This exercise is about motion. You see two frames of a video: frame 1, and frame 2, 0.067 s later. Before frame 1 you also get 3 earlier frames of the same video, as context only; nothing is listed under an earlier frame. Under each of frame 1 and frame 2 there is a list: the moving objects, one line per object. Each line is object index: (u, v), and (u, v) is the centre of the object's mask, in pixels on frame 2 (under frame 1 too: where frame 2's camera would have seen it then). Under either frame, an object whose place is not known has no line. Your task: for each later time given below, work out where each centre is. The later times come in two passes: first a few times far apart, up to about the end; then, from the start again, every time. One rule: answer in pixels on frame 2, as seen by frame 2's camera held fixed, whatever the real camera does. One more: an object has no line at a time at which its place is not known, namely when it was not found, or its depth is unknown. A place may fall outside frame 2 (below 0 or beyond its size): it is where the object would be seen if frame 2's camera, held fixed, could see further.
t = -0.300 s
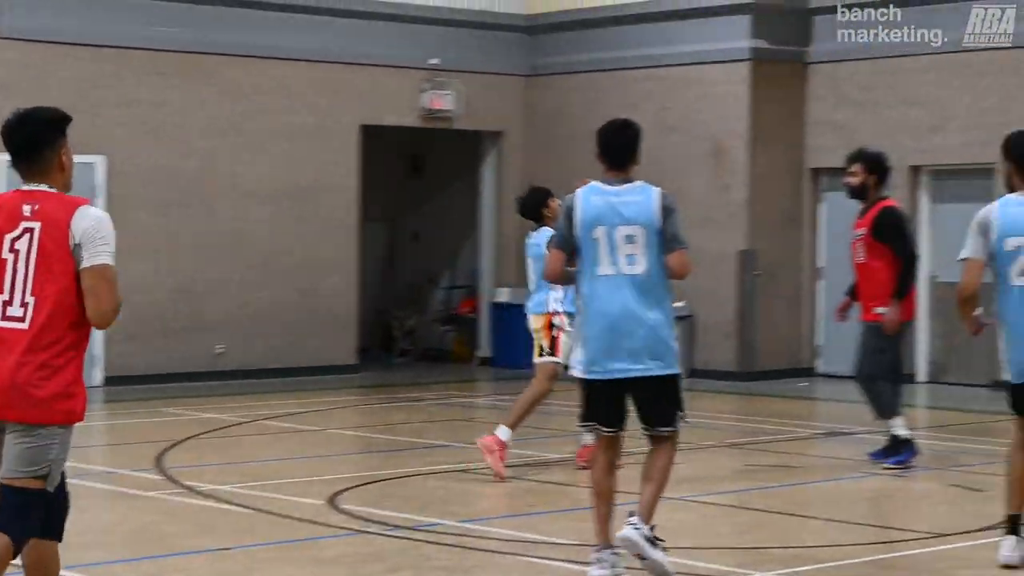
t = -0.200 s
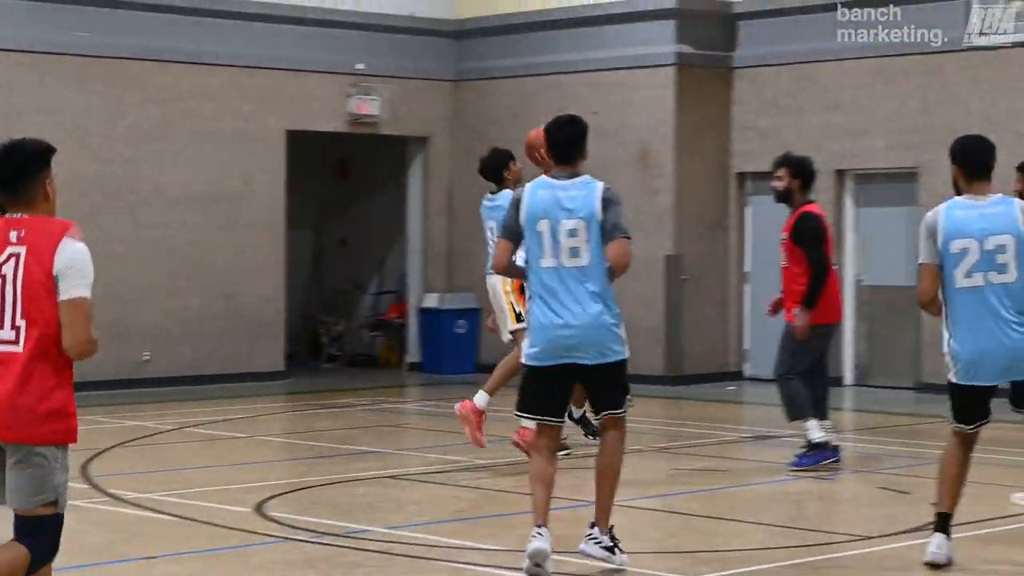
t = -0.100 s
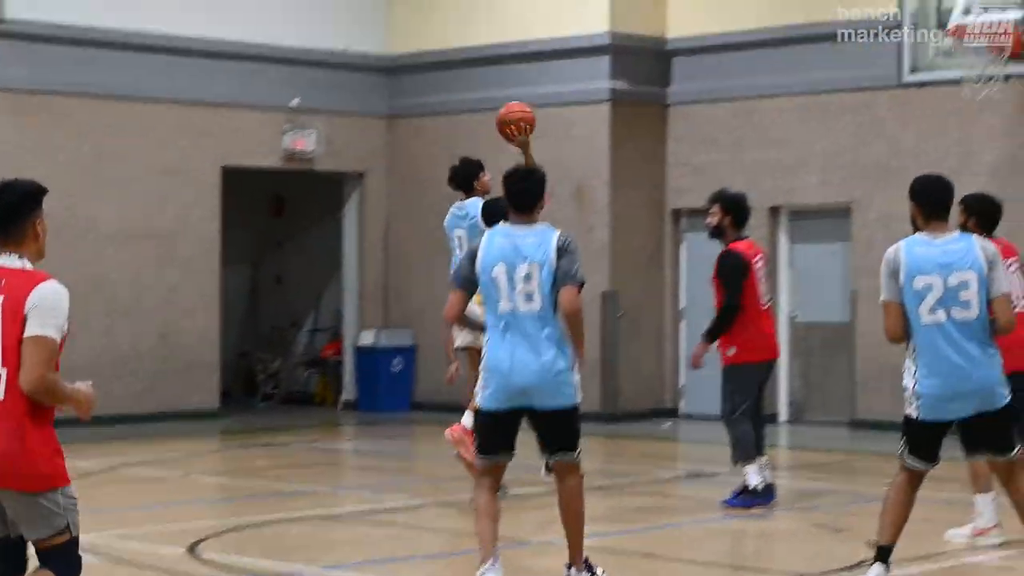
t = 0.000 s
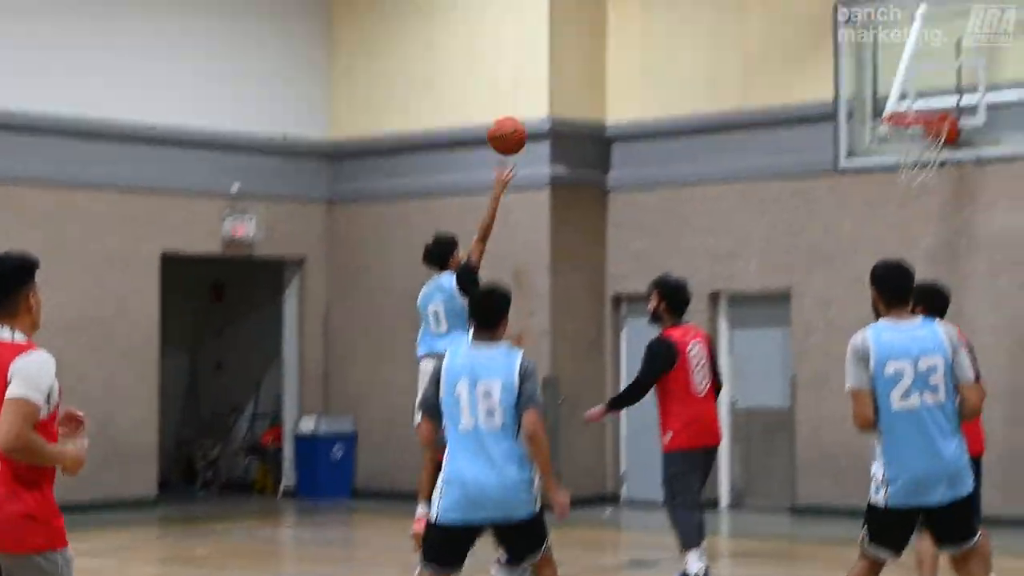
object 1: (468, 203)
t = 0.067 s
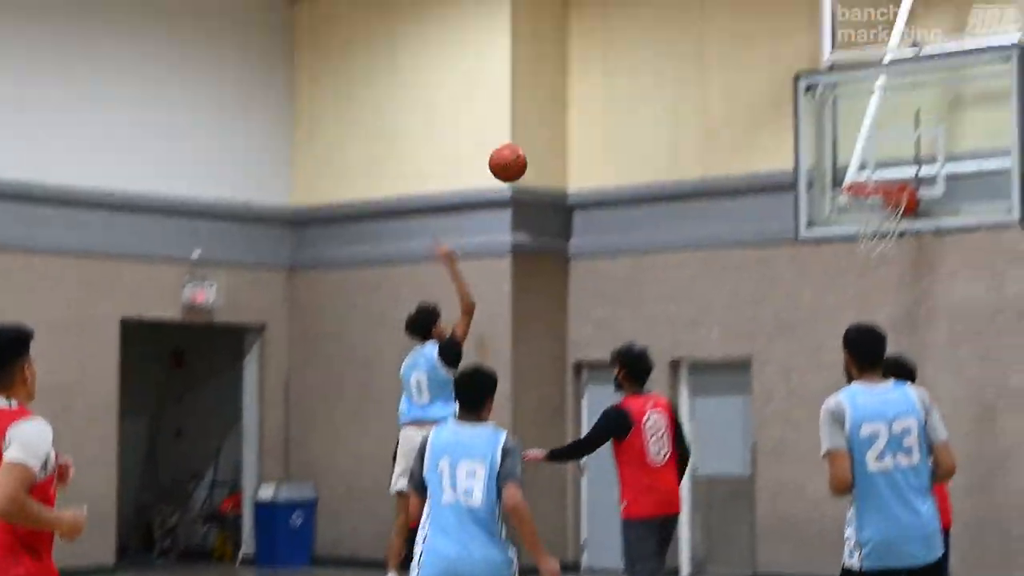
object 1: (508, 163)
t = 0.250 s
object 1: (609, 95)
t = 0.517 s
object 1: (745, 89)
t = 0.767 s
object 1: (859, 173)
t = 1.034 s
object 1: (906, 260)
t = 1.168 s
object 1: (910, 324)
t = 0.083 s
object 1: (517, 155)
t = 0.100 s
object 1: (527, 146)
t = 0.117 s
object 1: (536, 139)
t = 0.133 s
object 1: (545, 131)
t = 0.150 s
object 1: (555, 125)
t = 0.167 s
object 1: (564, 119)
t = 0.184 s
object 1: (573, 113)
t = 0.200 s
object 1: (582, 108)
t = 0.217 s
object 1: (591, 103)
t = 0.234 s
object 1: (601, 99)
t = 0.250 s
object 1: (609, 95)
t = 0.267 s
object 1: (618, 92)
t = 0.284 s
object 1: (627, 88)
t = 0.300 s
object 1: (636, 86)
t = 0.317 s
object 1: (645, 84)
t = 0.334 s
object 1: (653, 82)
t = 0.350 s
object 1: (662, 80)
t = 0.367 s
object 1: (671, 79)
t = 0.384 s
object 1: (679, 79)
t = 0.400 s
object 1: (688, 78)
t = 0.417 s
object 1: (696, 79)
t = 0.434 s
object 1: (704, 79)
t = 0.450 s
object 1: (712, 81)
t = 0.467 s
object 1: (721, 82)
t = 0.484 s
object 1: (729, 84)
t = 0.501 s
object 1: (737, 86)
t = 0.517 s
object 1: (745, 89)
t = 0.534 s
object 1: (753, 92)
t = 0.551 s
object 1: (761, 95)
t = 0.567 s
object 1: (769, 99)
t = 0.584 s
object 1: (776, 104)
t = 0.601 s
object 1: (784, 108)
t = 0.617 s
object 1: (792, 113)
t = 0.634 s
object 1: (800, 118)
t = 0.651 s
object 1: (807, 124)
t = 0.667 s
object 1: (815, 130)
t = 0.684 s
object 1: (822, 137)
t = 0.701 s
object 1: (830, 144)
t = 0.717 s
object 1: (837, 151)
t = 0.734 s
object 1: (845, 159)
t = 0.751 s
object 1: (852, 167)
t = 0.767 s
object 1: (859, 173)
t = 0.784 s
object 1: (867, 180)
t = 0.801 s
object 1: (873, 193)
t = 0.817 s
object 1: (882, 203)
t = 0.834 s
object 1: (891, 209)
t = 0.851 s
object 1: (894, 217)
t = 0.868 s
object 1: (897, 221)
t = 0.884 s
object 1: (898, 225)
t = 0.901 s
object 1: (899, 226)
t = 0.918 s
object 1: (901, 229)
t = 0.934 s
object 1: (902, 232)
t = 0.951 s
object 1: (903, 234)
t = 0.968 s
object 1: (904, 238)
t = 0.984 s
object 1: (905, 243)
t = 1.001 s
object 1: (905, 248)
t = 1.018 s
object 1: (905, 254)
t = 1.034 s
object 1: (906, 260)
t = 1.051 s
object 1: (906, 267)
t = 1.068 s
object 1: (907, 274)
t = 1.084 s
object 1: (907, 282)
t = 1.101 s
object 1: (908, 290)
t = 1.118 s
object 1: (908, 298)
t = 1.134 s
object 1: (909, 307)
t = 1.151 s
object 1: (909, 315)
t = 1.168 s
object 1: (910, 324)
